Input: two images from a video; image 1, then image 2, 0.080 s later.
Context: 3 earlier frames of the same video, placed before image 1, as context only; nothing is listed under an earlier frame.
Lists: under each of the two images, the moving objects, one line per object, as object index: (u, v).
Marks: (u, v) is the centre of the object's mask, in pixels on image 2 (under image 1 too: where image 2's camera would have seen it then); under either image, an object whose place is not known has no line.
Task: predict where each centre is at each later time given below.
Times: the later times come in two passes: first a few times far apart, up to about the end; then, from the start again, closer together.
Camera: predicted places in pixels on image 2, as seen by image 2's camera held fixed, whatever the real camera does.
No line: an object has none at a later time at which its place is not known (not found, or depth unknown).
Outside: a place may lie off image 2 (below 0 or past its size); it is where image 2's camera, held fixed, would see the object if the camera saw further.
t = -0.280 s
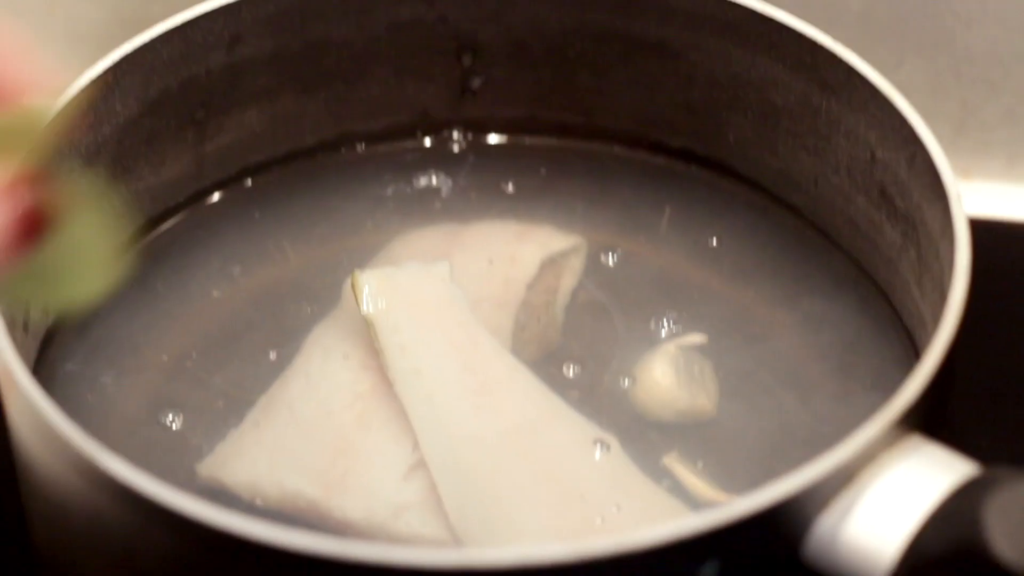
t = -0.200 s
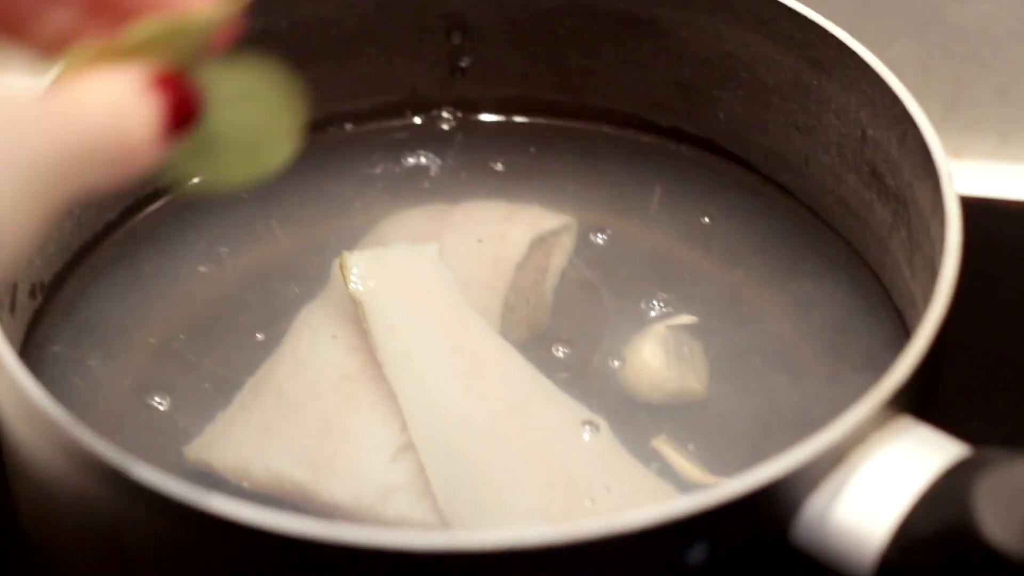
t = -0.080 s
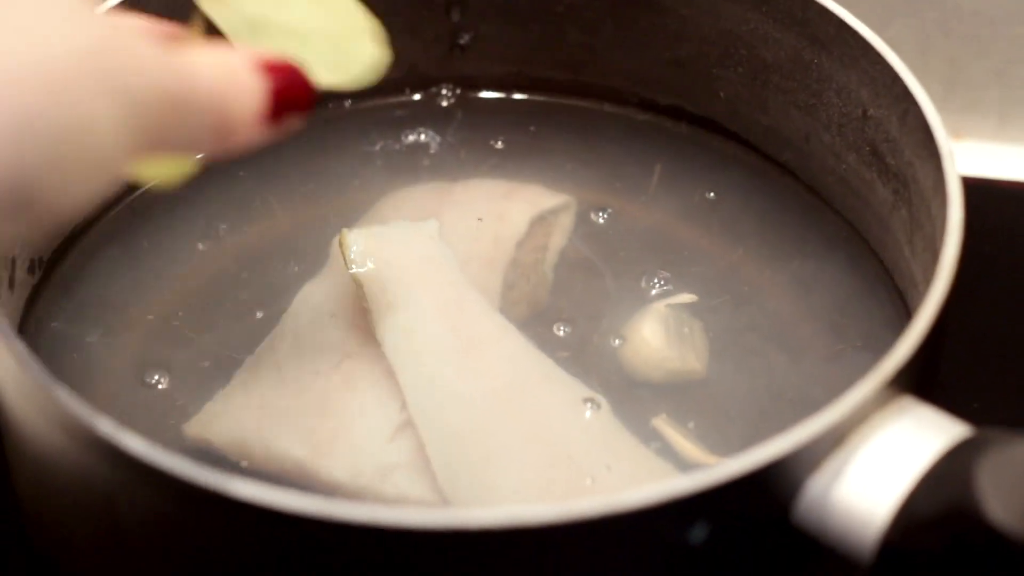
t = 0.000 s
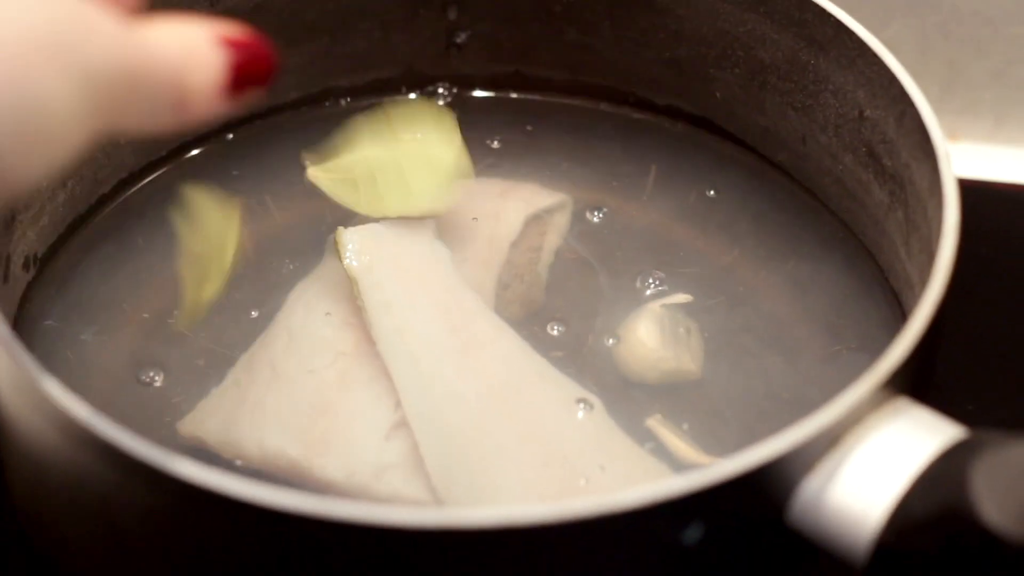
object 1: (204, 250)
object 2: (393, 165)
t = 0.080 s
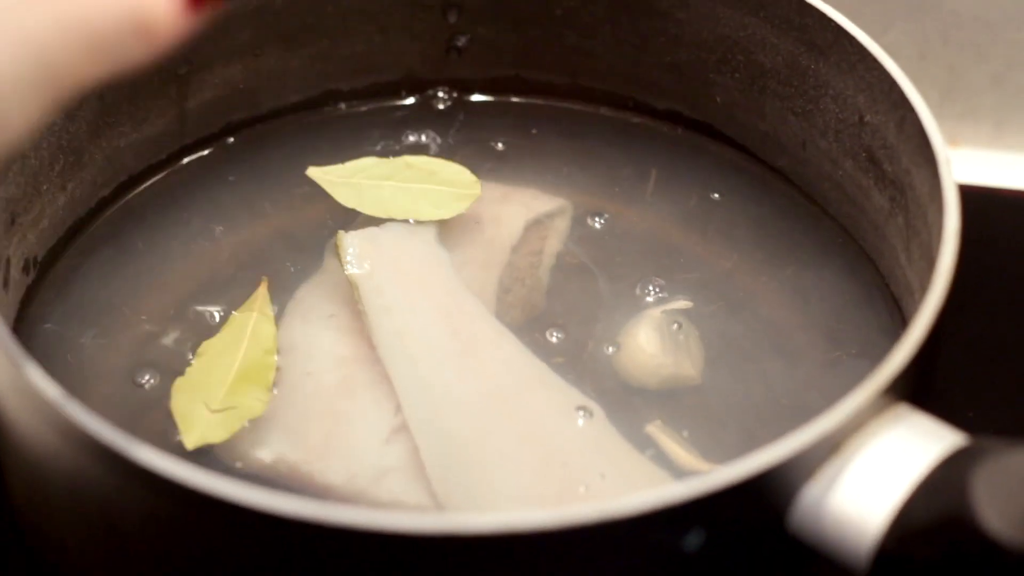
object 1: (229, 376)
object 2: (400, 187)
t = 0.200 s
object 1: (227, 376)
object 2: (399, 189)
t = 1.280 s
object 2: (398, 190)
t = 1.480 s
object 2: (398, 190)
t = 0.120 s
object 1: (226, 377)
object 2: (400, 187)
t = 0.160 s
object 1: (227, 377)
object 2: (399, 188)
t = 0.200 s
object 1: (227, 376)
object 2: (399, 189)
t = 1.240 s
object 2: (398, 191)
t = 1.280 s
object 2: (398, 190)
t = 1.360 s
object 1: (232, 376)
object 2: (397, 190)
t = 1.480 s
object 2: (398, 190)
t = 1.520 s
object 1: (230, 377)
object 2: (398, 190)
